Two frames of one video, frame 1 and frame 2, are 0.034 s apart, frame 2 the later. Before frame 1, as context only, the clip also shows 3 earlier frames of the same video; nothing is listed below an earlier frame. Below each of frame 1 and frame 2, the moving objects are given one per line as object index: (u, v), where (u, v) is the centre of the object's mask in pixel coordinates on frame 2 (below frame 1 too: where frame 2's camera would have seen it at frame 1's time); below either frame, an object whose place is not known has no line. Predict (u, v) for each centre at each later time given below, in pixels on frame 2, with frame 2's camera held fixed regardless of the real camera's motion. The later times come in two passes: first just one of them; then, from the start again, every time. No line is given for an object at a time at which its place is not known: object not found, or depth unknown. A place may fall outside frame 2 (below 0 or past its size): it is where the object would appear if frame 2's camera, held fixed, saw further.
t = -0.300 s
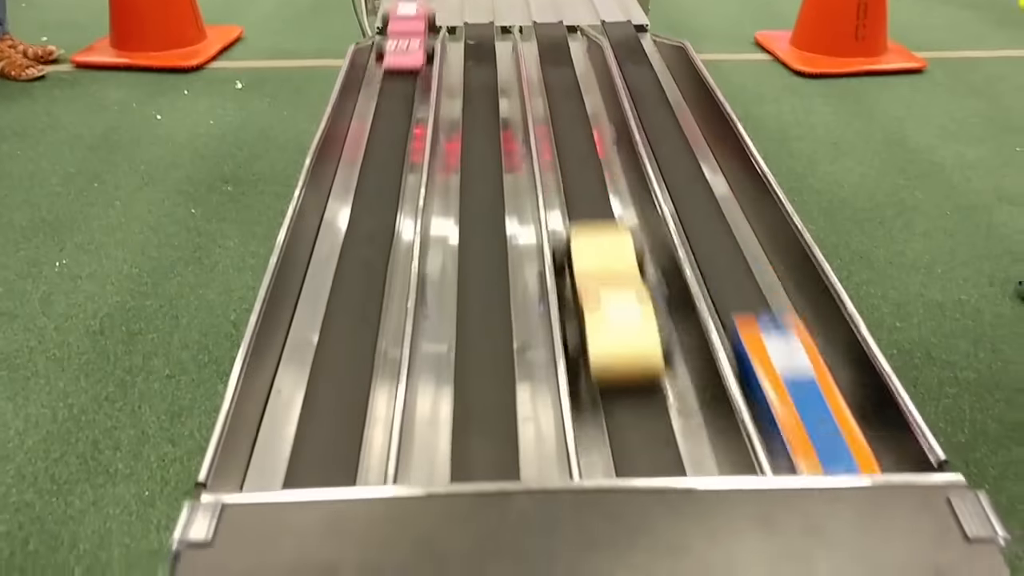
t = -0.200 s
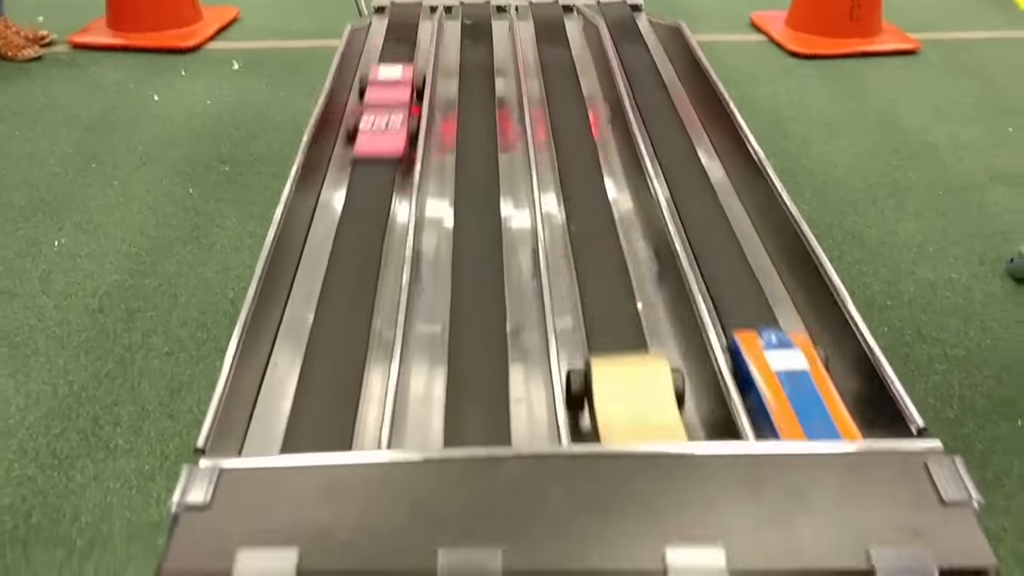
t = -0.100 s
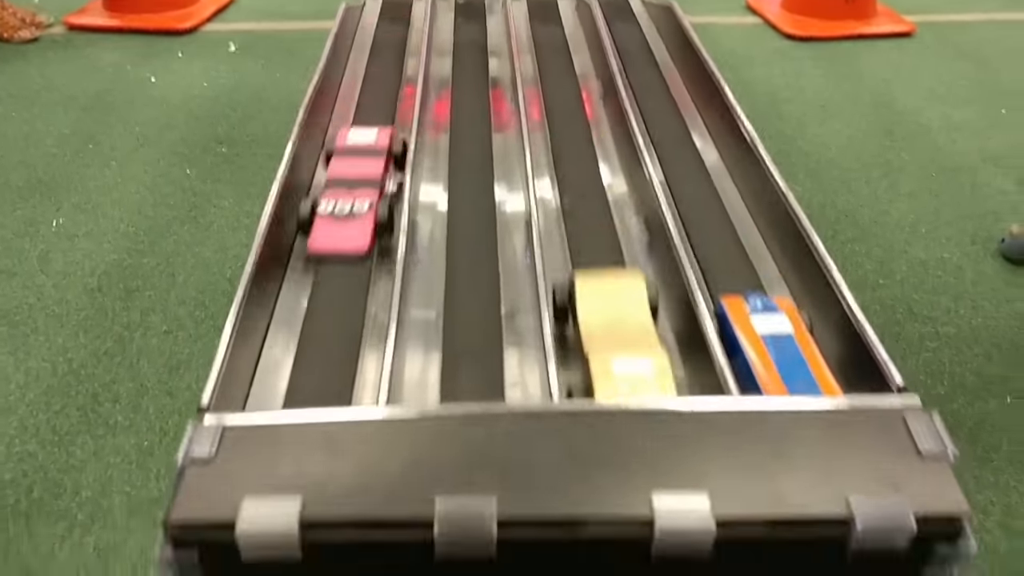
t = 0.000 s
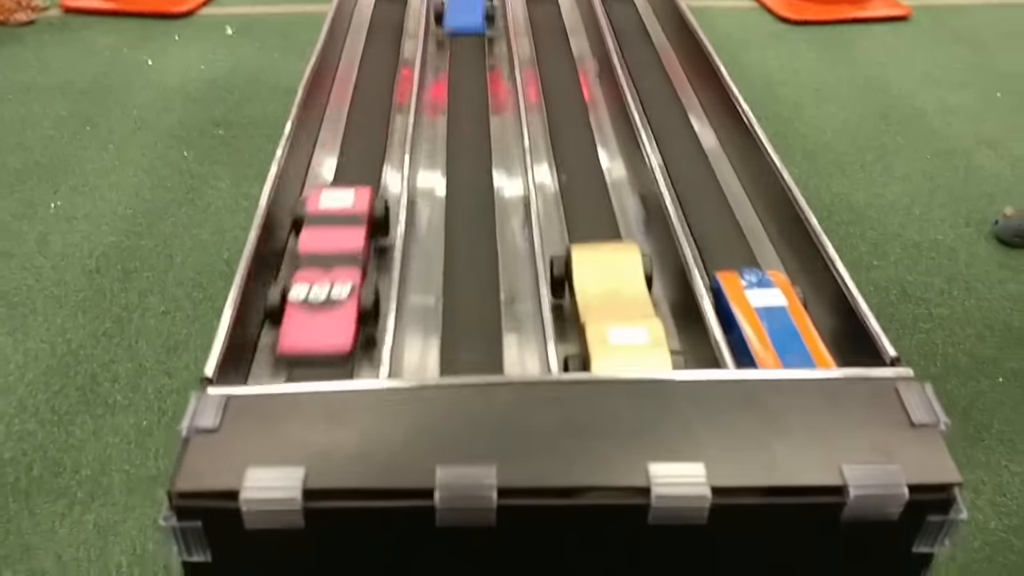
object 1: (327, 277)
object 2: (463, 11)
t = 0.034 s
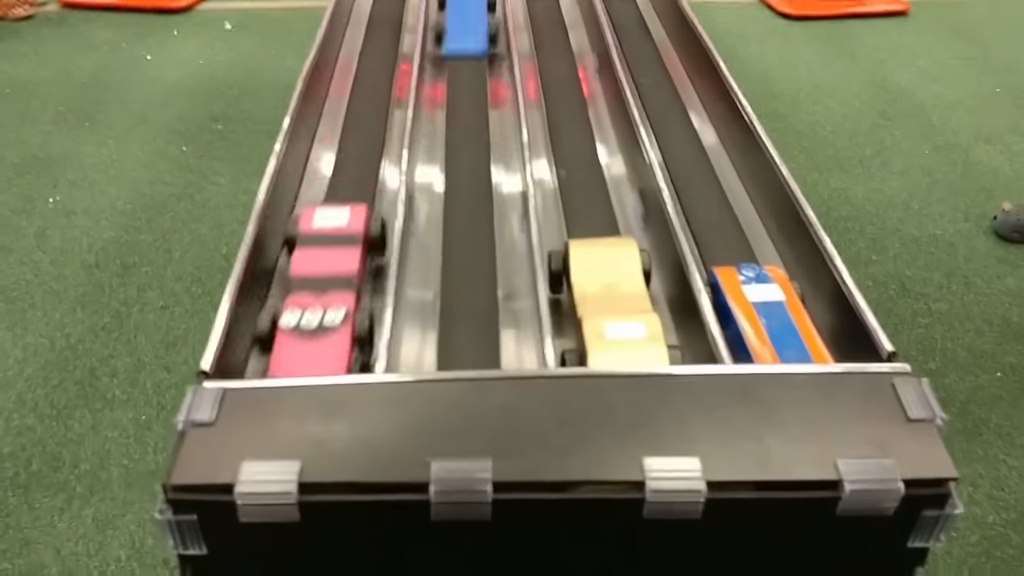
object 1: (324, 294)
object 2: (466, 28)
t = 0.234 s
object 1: (320, 315)
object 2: (464, 206)
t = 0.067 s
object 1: (321, 303)
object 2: (466, 47)
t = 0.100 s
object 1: (321, 307)
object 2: (470, 72)
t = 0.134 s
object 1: (320, 314)
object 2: (470, 102)
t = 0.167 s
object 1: (318, 316)
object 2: (468, 135)
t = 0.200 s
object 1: (319, 315)
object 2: (465, 169)
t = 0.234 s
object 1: (320, 315)
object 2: (464, 206)
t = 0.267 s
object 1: (320, 315)
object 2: (466, 245)
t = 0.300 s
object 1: (320, 315)
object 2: (468, 280)
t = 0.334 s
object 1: (320, 316)
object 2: (468, 297)
